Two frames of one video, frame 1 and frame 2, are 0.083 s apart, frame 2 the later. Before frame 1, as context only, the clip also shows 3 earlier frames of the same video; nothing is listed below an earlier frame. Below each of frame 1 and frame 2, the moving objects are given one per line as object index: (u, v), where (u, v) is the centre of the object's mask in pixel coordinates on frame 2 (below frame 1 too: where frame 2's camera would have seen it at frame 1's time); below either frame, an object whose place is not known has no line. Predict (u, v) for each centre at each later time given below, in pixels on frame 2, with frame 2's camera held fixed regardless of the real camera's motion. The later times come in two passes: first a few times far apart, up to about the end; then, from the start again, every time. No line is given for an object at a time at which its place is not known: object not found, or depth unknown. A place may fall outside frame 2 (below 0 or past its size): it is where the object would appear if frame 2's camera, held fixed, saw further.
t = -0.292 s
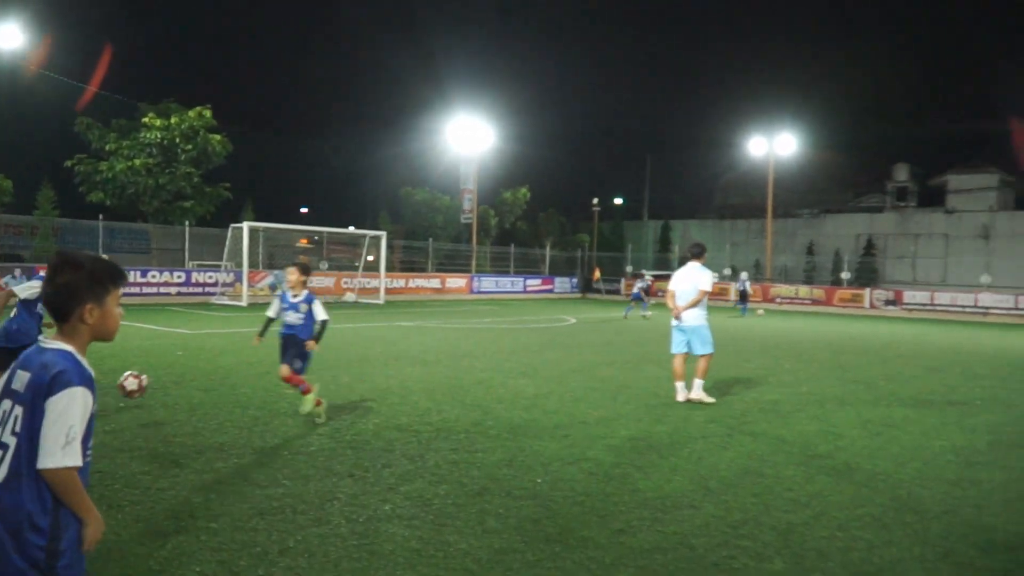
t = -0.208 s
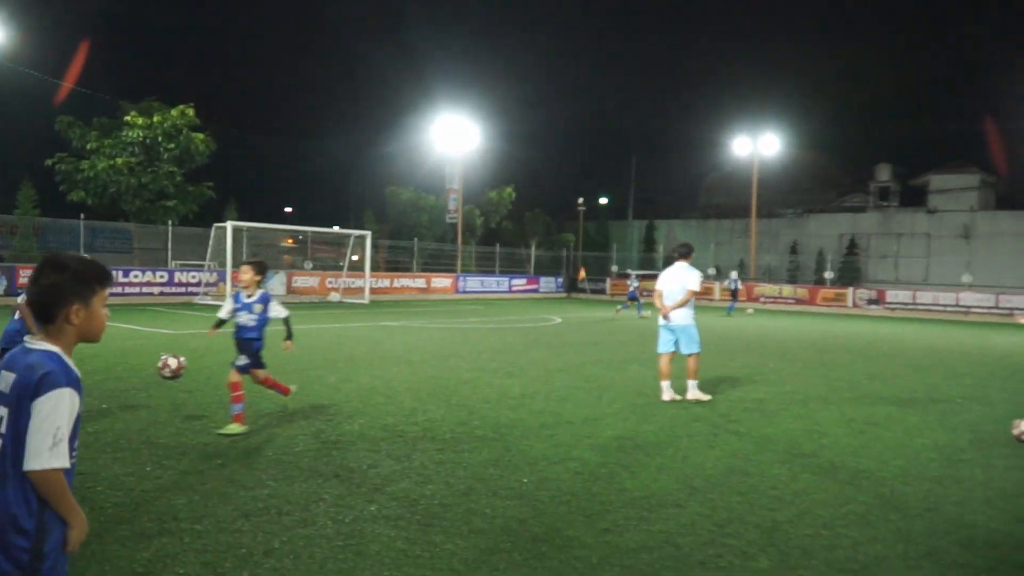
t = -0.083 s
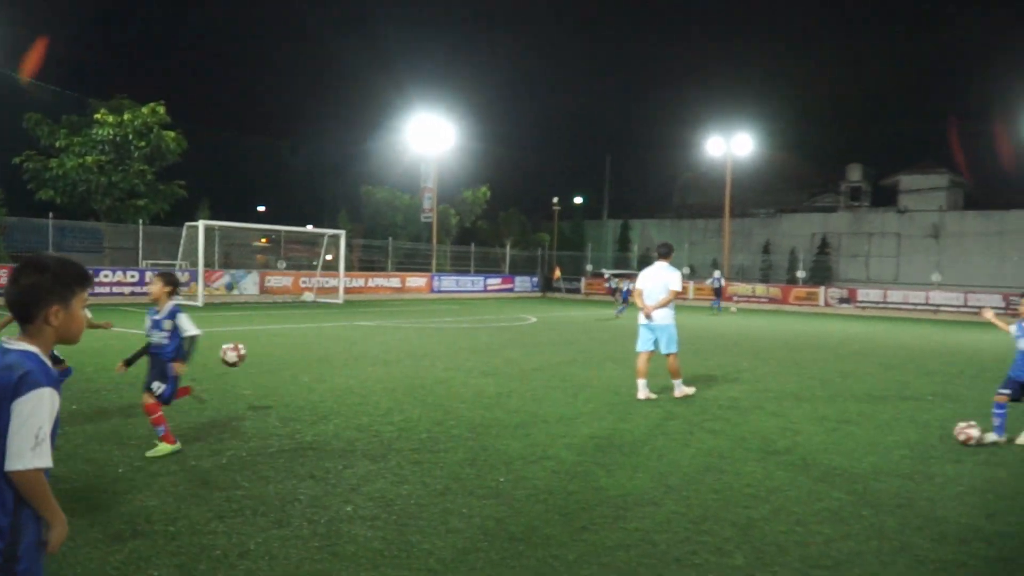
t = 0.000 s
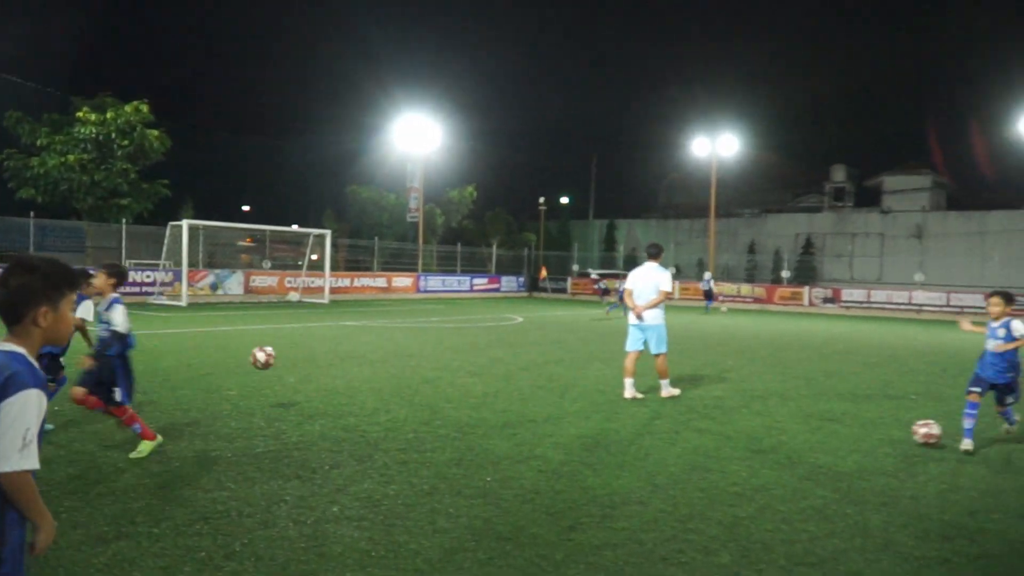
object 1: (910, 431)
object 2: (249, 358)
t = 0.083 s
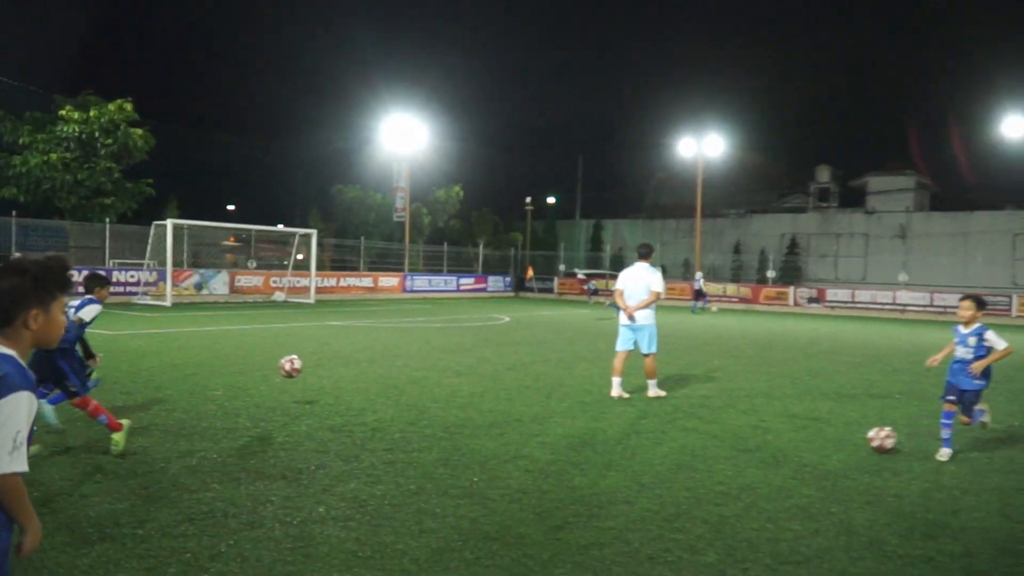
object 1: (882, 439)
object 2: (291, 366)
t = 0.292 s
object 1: (820, 450)
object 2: (367, 380)
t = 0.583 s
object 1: (712, 468)
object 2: (431, 371)
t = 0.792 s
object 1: (624, 484)
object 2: (462, 372)
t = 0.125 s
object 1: (870, 441)
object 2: (309, 373)
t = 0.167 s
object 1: (858, 440)
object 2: (328, 380)
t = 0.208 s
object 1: (846, 443)
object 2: (345, 389)
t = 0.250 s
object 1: (833, 448)
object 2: (358, 387)
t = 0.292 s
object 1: (820, 450)
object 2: (367, 380)
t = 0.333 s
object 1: (807, 452)
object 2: (376, 373)
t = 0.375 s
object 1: (787, 458)
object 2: (389, 367)
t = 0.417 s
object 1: (773, 459)
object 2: (398, 365)
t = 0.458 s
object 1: (758, 460)
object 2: (407, 364)
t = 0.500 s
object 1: (743, 464)
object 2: (415, 365)
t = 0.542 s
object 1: (727, 469)
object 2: (422, 367)
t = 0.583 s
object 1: (712, 468)
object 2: (431, 371)
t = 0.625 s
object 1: (695, 471)
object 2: (438, 376)
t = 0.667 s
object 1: (678, 477)
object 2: (445, 382)
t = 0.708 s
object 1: (660, 479)
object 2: (451, 381)
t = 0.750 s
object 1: (642, 481)
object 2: (456, 375)
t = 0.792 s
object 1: (624, 484)
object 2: (462, 372)
